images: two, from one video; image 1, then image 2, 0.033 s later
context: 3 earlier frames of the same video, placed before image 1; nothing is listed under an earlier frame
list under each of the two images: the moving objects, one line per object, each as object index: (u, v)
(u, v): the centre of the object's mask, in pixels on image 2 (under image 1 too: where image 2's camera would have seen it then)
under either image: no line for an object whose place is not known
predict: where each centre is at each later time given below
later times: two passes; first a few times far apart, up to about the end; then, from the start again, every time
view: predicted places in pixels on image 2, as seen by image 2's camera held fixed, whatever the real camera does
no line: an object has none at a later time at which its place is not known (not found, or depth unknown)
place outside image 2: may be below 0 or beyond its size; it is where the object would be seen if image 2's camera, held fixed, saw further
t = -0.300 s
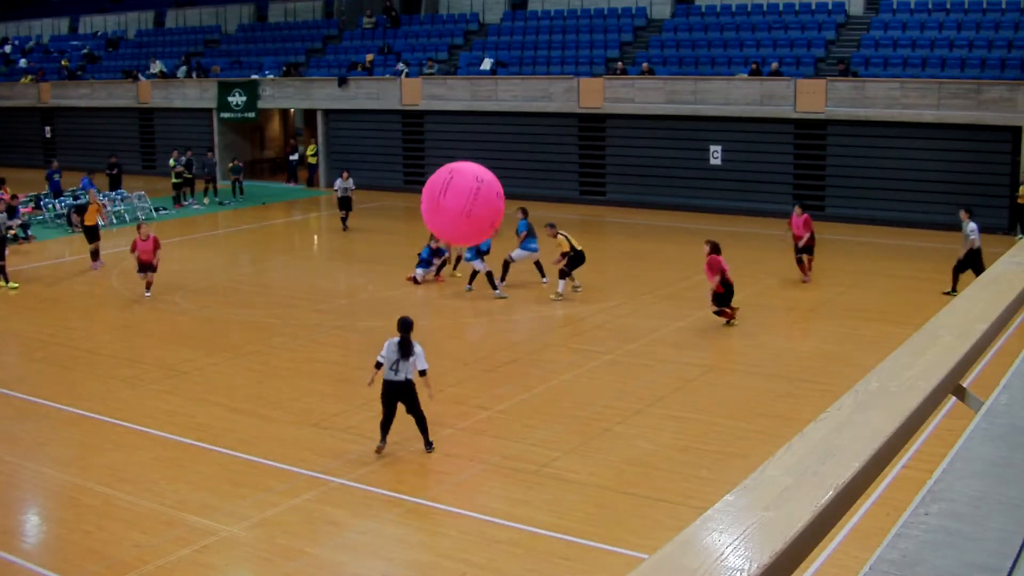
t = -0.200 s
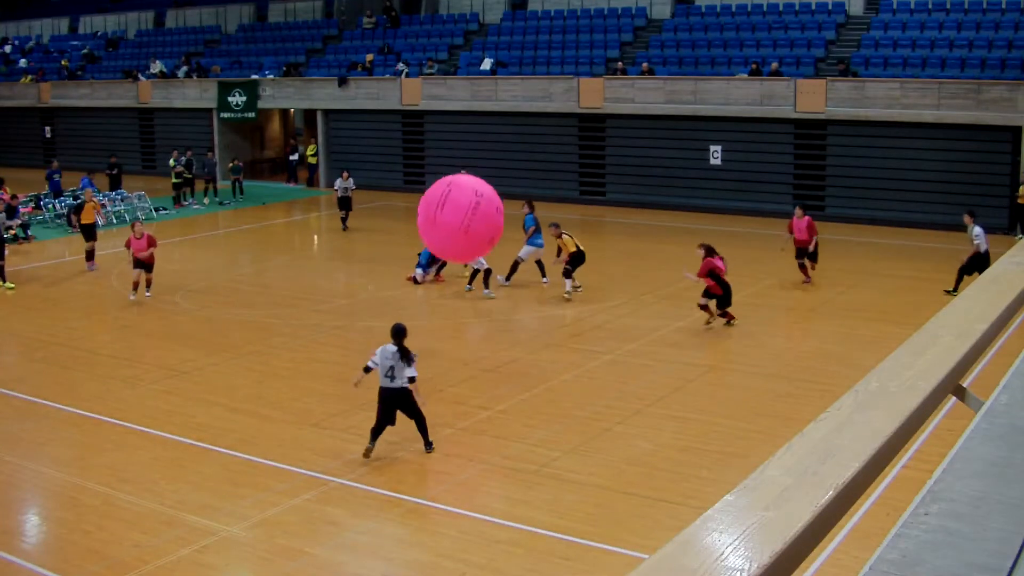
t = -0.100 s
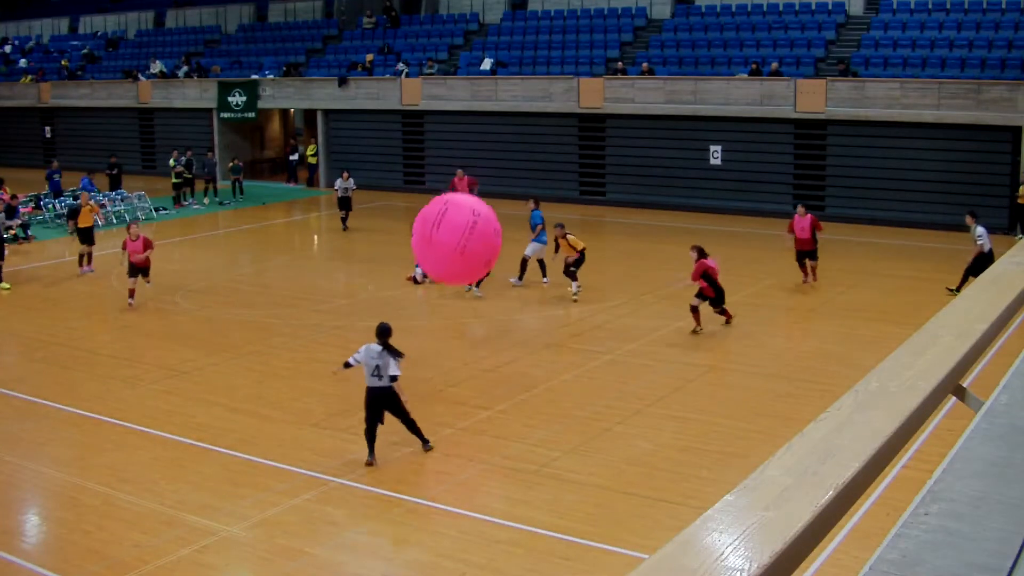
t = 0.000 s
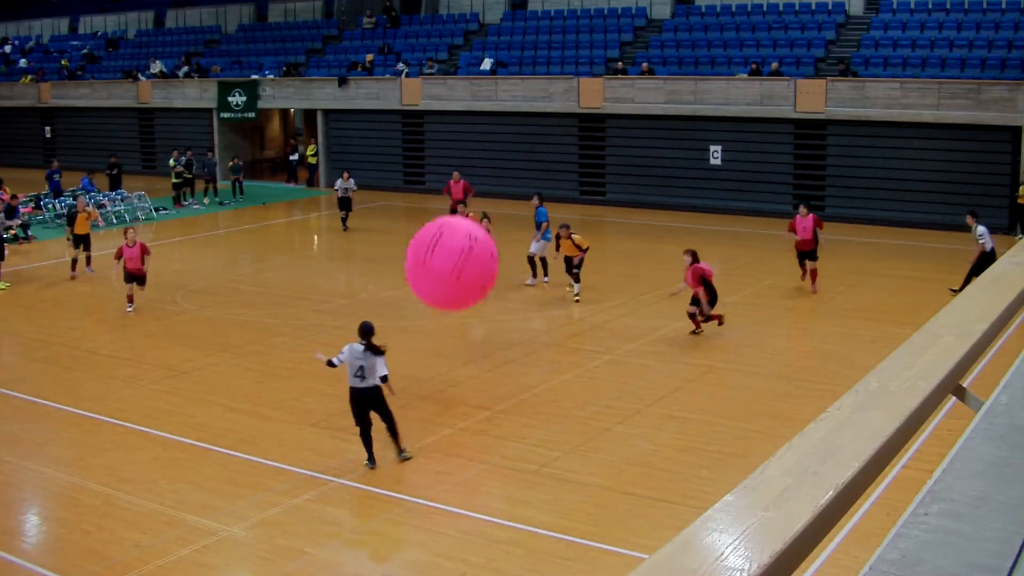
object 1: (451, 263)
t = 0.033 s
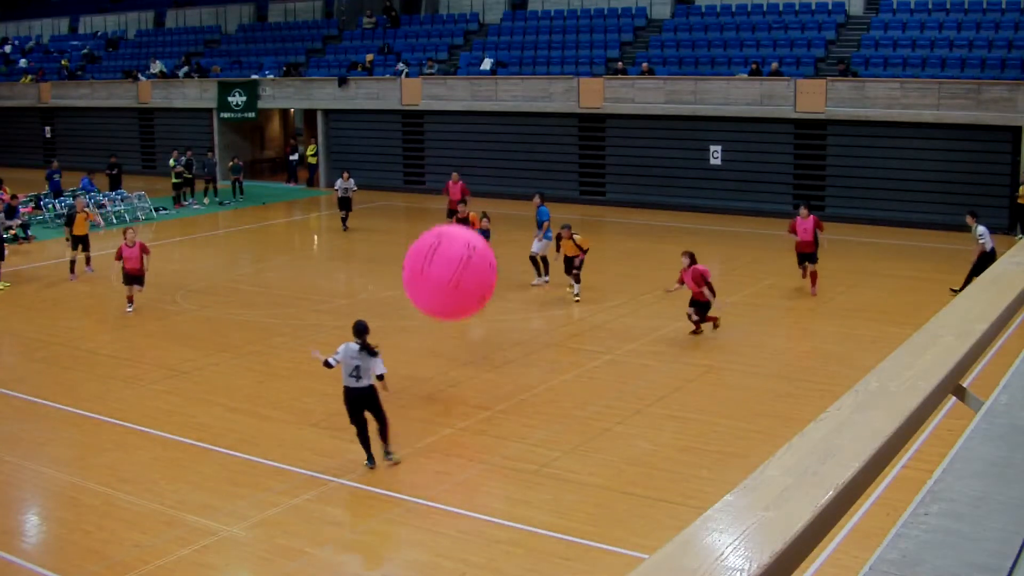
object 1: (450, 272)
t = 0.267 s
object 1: (436, 350)
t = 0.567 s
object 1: (417, 342)
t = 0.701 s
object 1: (409, 331)
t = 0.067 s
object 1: (448, 282)
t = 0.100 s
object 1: (446, 291)
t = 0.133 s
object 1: (444, 302)
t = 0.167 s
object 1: (442, 314)
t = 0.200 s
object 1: (440, 325)
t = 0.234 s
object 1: (438, 337)
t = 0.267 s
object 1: (436, 350)
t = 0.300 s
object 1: (434, 363)
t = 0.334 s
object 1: (432, 370)
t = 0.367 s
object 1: (430, 366)
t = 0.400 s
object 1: (428, 361)
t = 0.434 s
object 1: (426, 357)
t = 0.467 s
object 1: (423, 352)
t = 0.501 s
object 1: (421, 348)
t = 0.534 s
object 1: (419, 345)
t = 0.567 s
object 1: (417, 342)
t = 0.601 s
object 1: (415, 339)
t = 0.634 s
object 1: (413, 336)
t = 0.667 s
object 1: (411, 333)
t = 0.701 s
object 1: (409, 331)
